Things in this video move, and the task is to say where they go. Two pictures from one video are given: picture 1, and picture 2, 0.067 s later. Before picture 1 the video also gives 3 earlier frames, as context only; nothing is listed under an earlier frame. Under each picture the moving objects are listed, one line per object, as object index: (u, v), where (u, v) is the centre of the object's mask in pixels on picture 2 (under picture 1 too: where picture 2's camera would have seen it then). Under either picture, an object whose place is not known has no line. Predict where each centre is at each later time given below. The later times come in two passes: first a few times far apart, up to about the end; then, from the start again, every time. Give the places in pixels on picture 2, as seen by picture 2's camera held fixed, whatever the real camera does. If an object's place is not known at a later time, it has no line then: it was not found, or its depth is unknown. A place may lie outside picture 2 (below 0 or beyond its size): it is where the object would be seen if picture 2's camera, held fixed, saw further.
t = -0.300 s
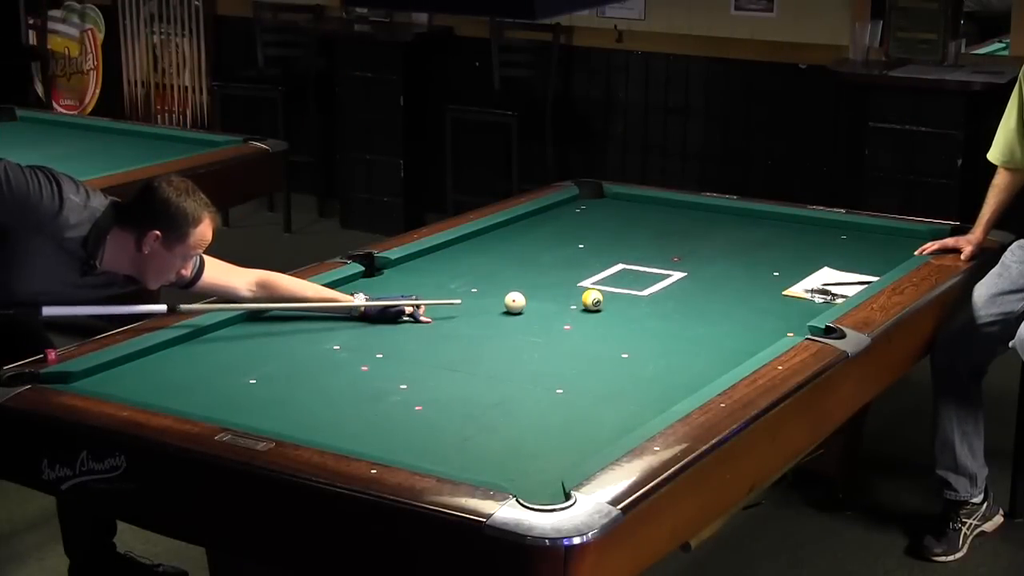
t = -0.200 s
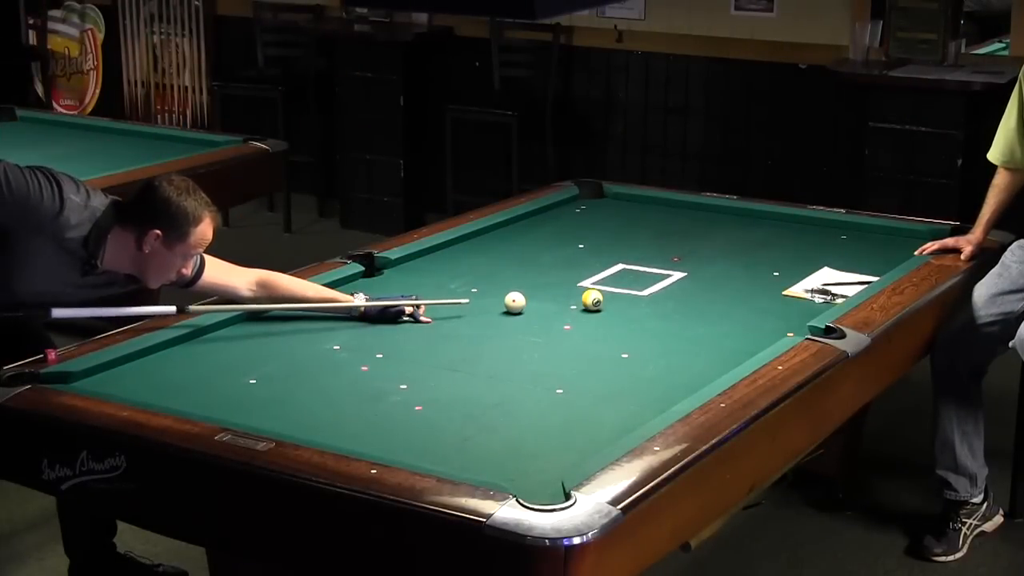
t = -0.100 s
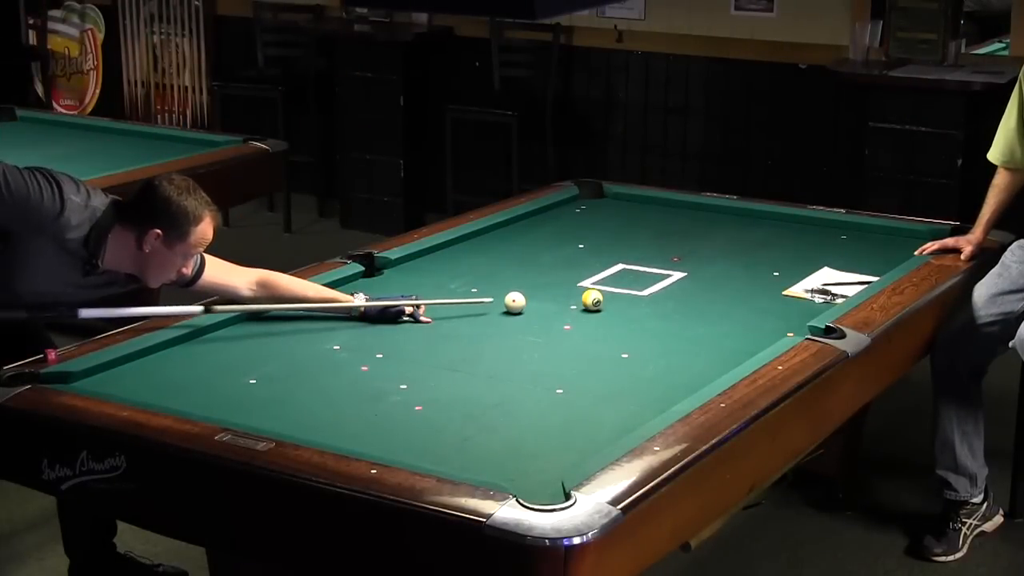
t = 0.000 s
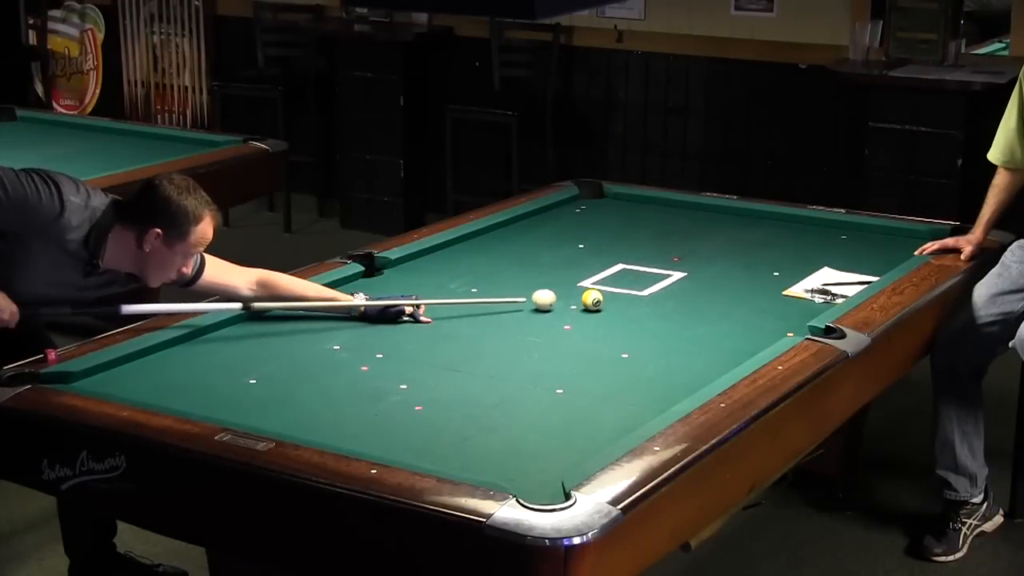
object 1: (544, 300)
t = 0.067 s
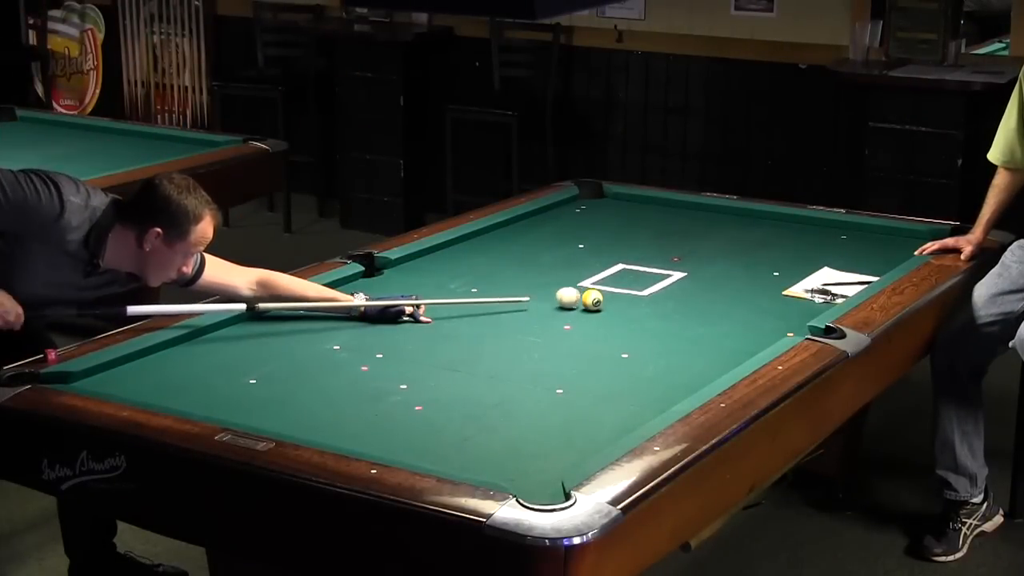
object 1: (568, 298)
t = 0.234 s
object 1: (598, 289)
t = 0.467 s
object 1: (634, 275)
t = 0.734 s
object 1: (672, 262)
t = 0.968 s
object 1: (704, 251)
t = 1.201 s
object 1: (732, 242)
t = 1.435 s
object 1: (758, 233)
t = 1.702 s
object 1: (786, 223)
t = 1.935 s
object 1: (795, 220)
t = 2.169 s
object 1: (776, 225)
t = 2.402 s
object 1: (759, 229)
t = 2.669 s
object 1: (739, 234)
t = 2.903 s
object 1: (723, 238)
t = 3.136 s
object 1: (707, 243)
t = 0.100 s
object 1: (575, 296)
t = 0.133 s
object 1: (580, 294)
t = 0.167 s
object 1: (586, 292)
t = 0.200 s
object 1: (592, 291)
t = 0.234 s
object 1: (598, 289)
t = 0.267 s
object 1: (603, 286)
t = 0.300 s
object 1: (608, 284)
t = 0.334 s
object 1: (613, 282)
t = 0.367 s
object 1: (618, 281)
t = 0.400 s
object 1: (624, 279)
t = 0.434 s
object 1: (629, 277)
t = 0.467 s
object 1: (634, 275)
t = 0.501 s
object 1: (639, 274)
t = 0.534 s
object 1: (644, 272)
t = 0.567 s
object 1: (649, 270)
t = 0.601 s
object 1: (654, 268)
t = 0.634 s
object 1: (659, 266)
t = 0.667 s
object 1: (664, 265)
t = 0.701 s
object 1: (668, 263)
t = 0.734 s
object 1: (672, 262)
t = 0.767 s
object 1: (677, 260)
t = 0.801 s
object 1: (682, 259)
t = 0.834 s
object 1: (686, 257)
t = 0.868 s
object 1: (690, 256)
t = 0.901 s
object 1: (695, 254)
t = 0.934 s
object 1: (699, 253)
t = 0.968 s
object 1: (704, 251)
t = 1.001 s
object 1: (708, 250)
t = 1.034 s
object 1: (712, 249)
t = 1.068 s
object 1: (716, 247)
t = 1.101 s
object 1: (720, 246)
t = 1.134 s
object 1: (724, 244)
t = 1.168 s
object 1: (728, 243)
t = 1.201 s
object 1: (732, 242)
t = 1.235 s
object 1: (736, 241)
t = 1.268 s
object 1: (740, 239)
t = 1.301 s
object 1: (743, 238)
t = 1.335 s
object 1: (747, 237)
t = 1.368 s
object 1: (751, 235)
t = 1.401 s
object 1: (755, 234)
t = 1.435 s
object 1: (758, 233)
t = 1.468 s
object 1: (762, 232)
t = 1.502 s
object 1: (766, 231)
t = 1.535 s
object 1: (769, 229)
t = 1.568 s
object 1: (772, 228)
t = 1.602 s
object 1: (776, 227)
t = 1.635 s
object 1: (779, 226)
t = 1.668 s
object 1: (783, 225)
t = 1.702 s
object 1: (786, 223)
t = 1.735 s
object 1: (789, 223)
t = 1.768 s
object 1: (793, 221)
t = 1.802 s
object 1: (796, 220)
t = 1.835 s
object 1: (799, 219)
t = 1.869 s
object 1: (799, 219)
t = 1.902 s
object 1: (797, 220)
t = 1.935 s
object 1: (795, 220)
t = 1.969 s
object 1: (792, 221)
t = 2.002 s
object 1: (789, 222)
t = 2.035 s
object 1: (786, 222)
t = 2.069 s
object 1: (784, 223)
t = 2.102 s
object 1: (781, 224)
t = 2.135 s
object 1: (779, 224)
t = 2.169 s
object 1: (776, 225)
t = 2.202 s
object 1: (774, 226)
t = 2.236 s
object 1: (771, 226)
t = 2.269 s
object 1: (769, 227)
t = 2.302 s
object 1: (766, 228)
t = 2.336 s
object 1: (763, 228)
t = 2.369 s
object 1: (761, 229)
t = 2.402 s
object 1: (759, 229)
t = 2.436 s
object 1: (756, 230)
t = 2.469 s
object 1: (754, 231)
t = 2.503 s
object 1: (751, 231)
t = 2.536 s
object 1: (749, 232)
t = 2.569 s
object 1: (746, 233)
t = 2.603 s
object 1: (744, 233)
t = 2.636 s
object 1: (741, 234)
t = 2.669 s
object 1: (739, 234)
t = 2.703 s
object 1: (737, 235)
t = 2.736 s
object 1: (734, 236)
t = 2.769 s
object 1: (732, 236)
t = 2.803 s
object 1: (730, 237)
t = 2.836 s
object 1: (727, 237)
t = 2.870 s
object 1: (725, 238)
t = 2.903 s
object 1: (723, 238)
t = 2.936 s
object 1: (721, 239)
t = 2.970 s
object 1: (718, 240)
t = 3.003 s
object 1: (716, 240)
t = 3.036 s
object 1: (714, 241)
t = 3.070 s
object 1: (712, 242)
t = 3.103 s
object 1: (710, 242)
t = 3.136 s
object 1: (707, 243)
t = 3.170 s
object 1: (705, 243)
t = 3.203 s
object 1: (703, 244)
